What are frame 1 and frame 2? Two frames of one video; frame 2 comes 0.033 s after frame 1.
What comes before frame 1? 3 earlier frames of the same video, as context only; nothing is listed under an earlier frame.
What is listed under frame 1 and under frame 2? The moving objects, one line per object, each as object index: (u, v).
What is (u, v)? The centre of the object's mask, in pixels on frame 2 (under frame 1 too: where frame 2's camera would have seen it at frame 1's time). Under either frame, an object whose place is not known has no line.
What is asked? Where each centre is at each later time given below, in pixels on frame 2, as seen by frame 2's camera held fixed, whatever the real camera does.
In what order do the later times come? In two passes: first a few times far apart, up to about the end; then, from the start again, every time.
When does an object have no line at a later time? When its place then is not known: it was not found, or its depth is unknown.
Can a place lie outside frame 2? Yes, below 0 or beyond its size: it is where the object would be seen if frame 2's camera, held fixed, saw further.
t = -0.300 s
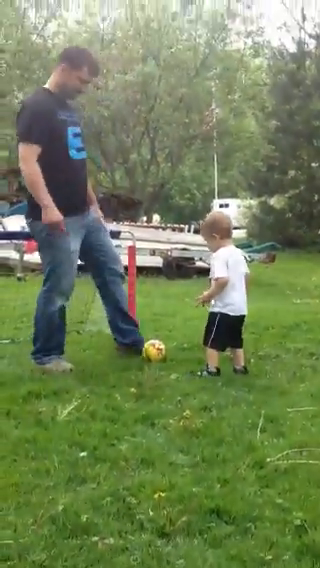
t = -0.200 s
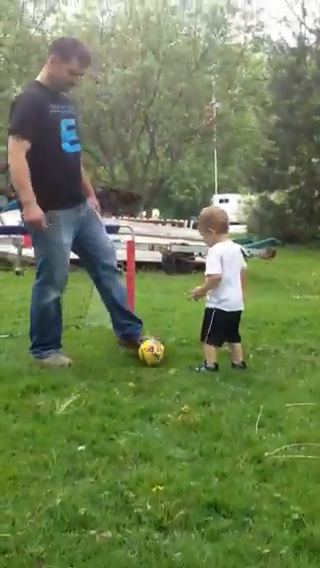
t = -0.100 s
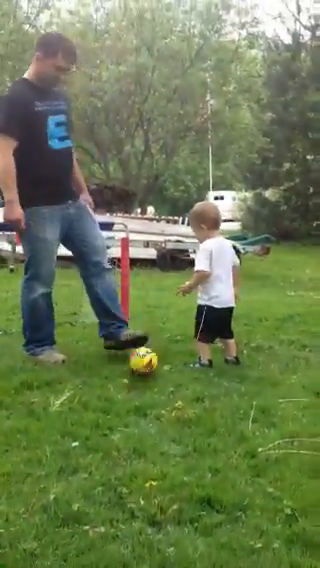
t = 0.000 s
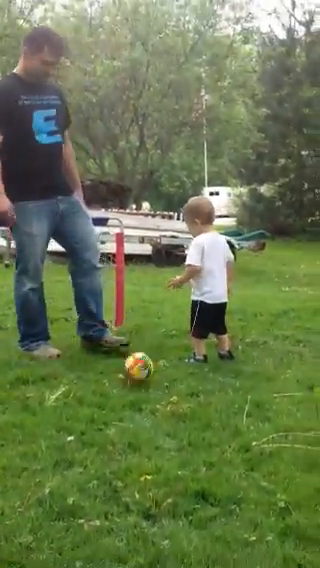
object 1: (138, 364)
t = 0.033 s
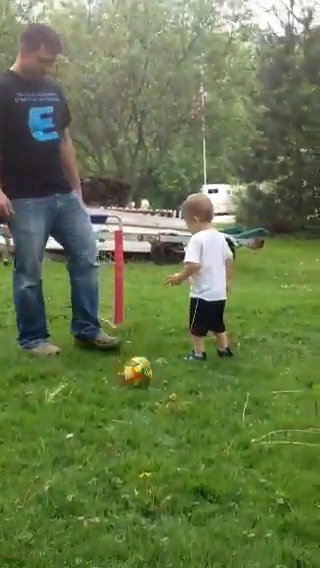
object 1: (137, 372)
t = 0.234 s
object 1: (140, 378)
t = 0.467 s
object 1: (132, 408)
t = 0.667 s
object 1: (121, 417)
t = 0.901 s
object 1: (107, 432)
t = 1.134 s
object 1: (104, 442)
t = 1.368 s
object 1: (108, 443)
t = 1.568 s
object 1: (111, 441)
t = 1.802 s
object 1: (112, 441)
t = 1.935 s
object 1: (111, 442)
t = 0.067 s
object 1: (137, 377)
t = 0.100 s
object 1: (138, 378)
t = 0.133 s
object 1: (138, 377)
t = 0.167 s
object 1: (138, 376)
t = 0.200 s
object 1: (139, 376)
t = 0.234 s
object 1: (140, 378)
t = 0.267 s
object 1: (140, 383)
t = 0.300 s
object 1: (140, 390)
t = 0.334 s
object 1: (141, 398)
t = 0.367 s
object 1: (139, 402)
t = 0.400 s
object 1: (137, 403)
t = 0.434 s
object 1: (134, 405)
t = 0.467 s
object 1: (132, 408)
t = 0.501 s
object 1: (130, 408)
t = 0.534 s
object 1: (127, 411)
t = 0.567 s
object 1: (126, 413)
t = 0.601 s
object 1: (124, 414)
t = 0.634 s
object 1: (122, 416)
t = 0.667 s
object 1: (121, 417)
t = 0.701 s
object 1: (119, 418)
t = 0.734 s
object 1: (117, 421)
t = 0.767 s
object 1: (115, 423)
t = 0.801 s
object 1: (113, 424)
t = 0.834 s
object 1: (111, 426)
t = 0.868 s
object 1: (109, 429)
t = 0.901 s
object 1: (107, 432)
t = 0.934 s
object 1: (106, 433)
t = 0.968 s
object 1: (104, 435)
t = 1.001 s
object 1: (104, 436)
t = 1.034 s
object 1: (103, 438)
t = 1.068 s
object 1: (104, 439)
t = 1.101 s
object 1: (104, 440)
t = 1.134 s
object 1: (104, 442)
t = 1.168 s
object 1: (104, 443)
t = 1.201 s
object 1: (104, 443)
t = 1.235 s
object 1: (105, 443)
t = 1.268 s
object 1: (106, 443)
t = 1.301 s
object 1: (107, 443)
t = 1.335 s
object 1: (107, 443)
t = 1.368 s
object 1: (108, 443)
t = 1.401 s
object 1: (108, 443)
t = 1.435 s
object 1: (109, 442)
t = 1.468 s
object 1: (109, 442)
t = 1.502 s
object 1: (110, 441)
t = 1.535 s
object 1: (110, 441)
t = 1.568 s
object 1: (111, 441)
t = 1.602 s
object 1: (111, 441)
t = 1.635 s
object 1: (111, 442)
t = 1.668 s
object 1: (111, 442)
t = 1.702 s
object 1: (111, 442)
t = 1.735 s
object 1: (111, 442)
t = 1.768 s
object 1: (111, 442)
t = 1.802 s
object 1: (112, 441)
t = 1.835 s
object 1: (111, 442)
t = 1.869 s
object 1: (111, 442)
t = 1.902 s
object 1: (111, 442)
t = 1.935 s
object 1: (111, 442)
